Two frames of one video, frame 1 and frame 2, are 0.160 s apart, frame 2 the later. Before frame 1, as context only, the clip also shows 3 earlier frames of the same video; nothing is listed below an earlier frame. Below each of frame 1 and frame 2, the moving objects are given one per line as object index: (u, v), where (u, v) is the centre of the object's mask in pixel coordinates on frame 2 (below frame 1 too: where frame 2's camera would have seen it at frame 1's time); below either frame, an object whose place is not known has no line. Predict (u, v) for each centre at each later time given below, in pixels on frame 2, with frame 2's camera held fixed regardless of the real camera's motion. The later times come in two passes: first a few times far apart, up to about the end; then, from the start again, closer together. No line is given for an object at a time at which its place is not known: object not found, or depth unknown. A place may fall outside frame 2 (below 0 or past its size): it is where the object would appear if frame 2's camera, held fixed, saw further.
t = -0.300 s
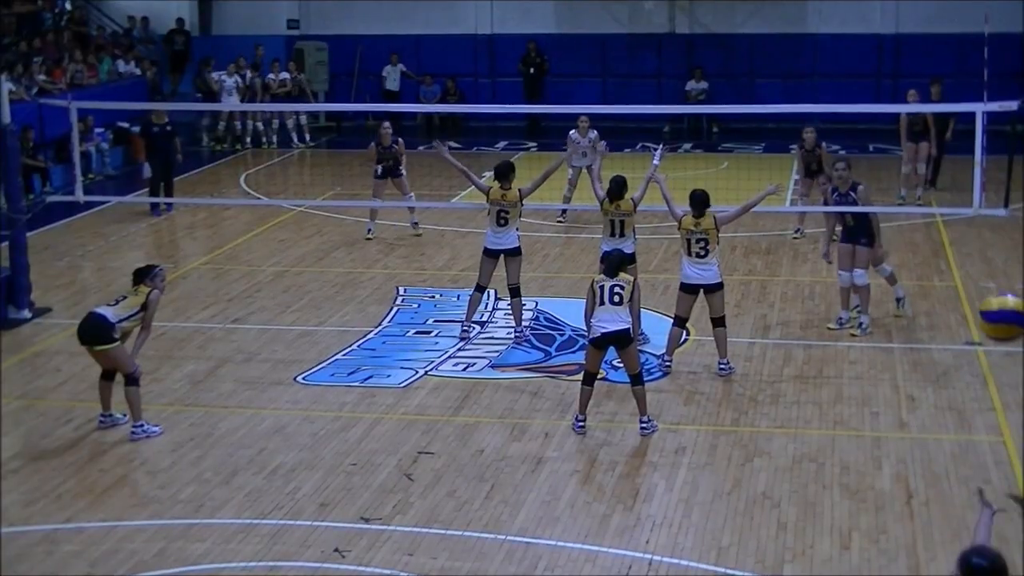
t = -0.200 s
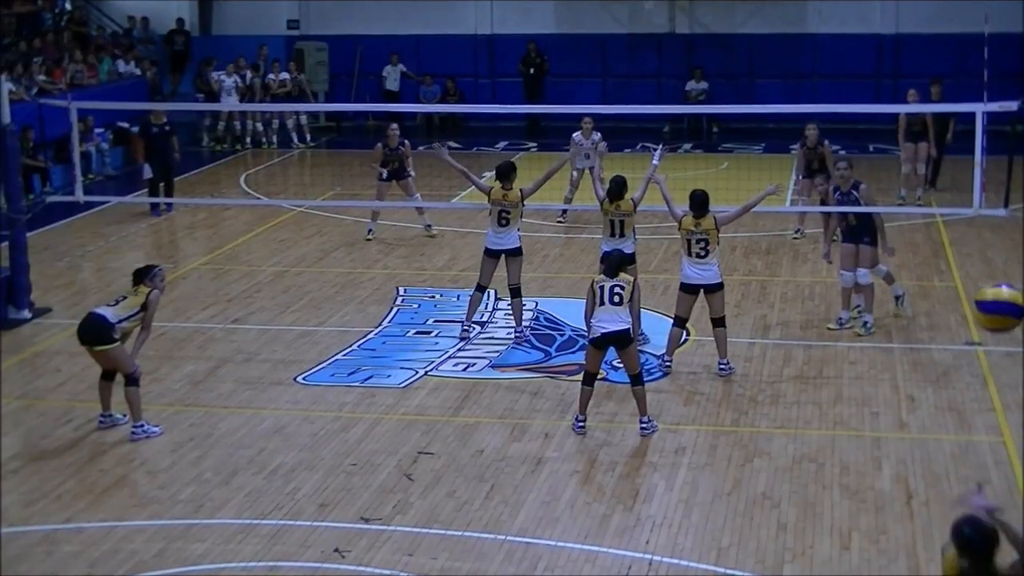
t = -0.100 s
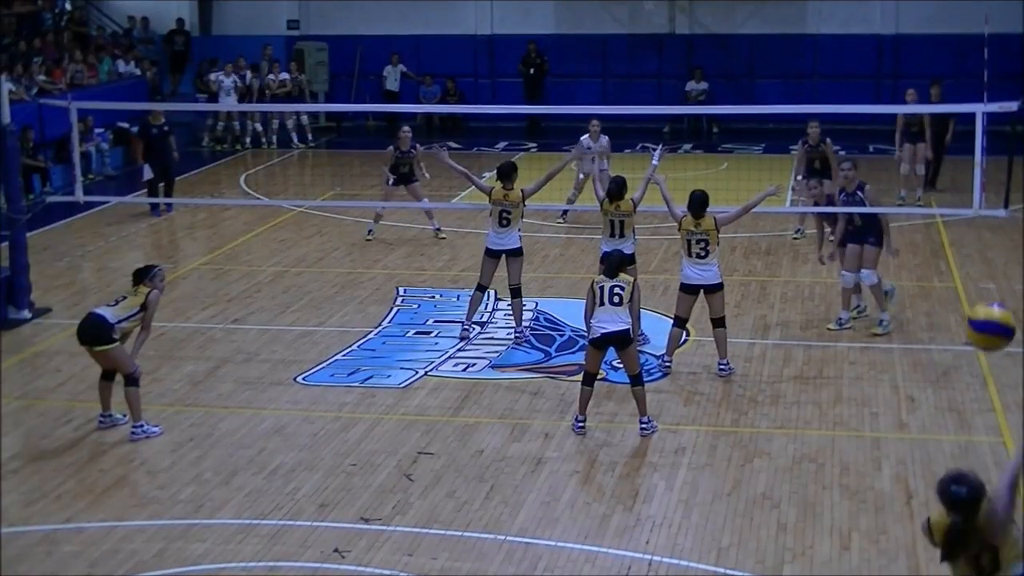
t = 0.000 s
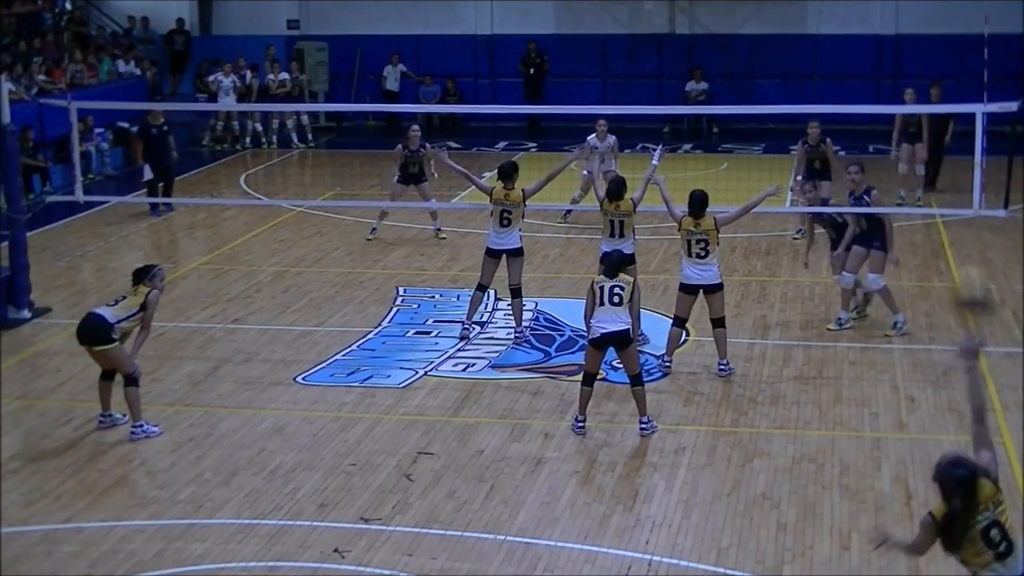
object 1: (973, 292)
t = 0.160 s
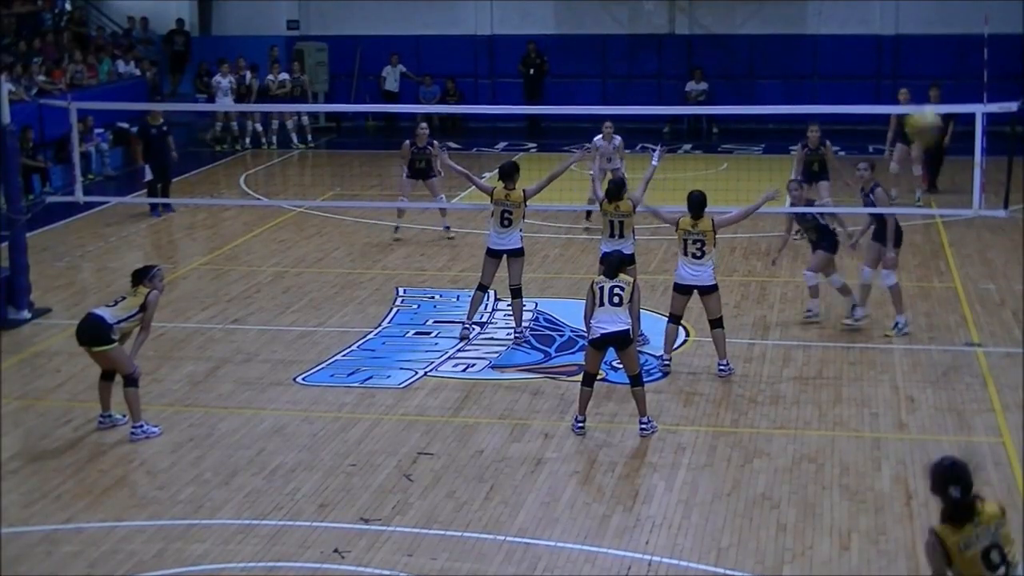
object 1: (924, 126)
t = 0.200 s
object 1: (914, 93)
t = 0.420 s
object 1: (893, 17)
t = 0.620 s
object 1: (881, 20)
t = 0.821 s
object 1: (872, 58)
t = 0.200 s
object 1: (914, 93)
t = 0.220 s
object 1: (911, 85)
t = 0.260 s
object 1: (906, 64)
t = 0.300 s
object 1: (901, 48)
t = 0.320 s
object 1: (899, 41)
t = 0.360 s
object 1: (897, 30)
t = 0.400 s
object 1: (894, 21)
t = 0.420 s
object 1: (893, 17)
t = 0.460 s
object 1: (891, 13)
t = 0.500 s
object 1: (889, 11)
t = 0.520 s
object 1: (888, 11)
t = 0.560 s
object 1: (887, 12)
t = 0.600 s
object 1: (882, 18)
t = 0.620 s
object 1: (881, 20)
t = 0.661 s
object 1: (879, 27)
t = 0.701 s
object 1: (877, 34)
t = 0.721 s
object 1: (876, 37)
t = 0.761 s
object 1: (874, 45)
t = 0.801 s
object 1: (872, 53)
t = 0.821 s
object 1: (872, 58)
